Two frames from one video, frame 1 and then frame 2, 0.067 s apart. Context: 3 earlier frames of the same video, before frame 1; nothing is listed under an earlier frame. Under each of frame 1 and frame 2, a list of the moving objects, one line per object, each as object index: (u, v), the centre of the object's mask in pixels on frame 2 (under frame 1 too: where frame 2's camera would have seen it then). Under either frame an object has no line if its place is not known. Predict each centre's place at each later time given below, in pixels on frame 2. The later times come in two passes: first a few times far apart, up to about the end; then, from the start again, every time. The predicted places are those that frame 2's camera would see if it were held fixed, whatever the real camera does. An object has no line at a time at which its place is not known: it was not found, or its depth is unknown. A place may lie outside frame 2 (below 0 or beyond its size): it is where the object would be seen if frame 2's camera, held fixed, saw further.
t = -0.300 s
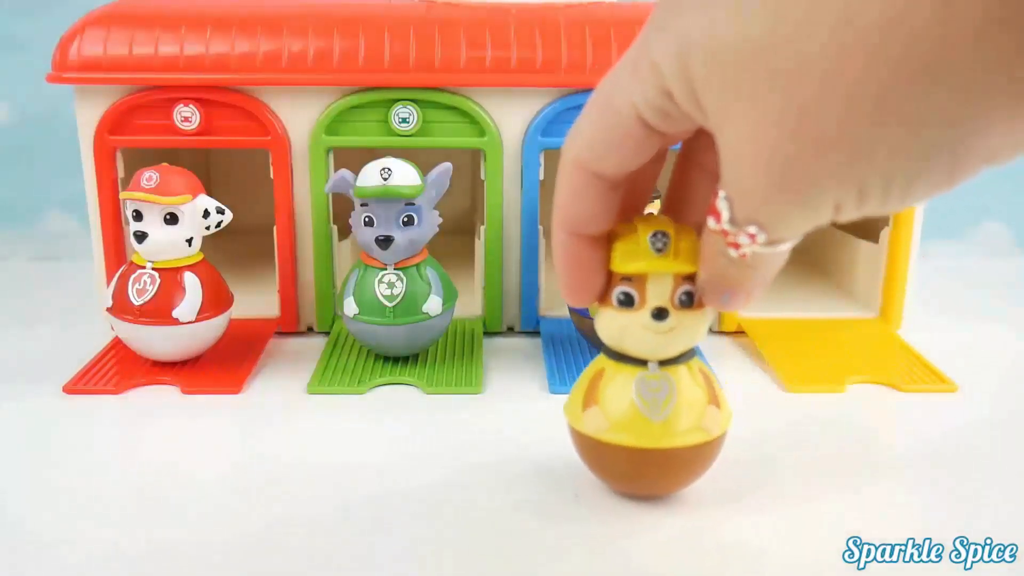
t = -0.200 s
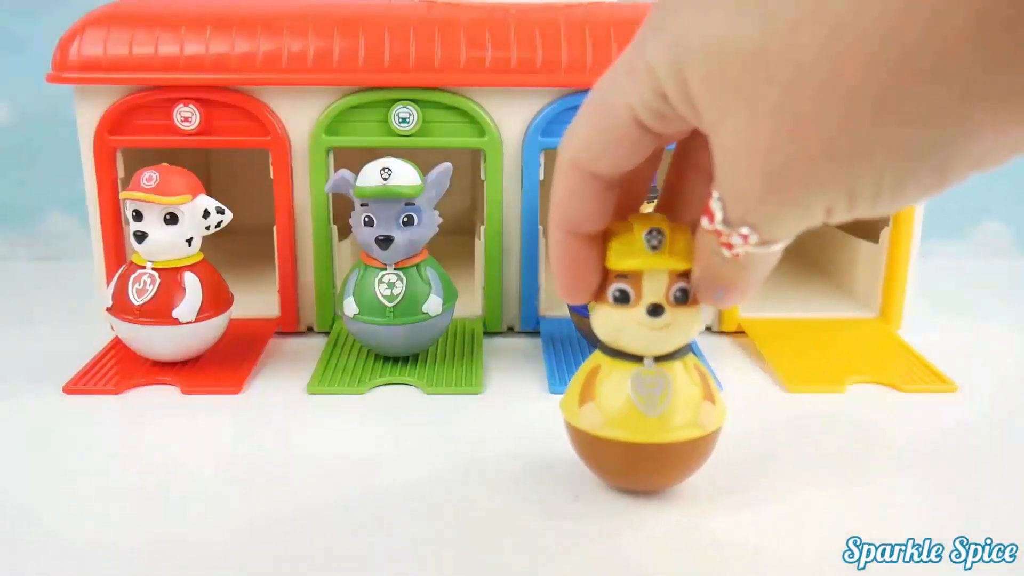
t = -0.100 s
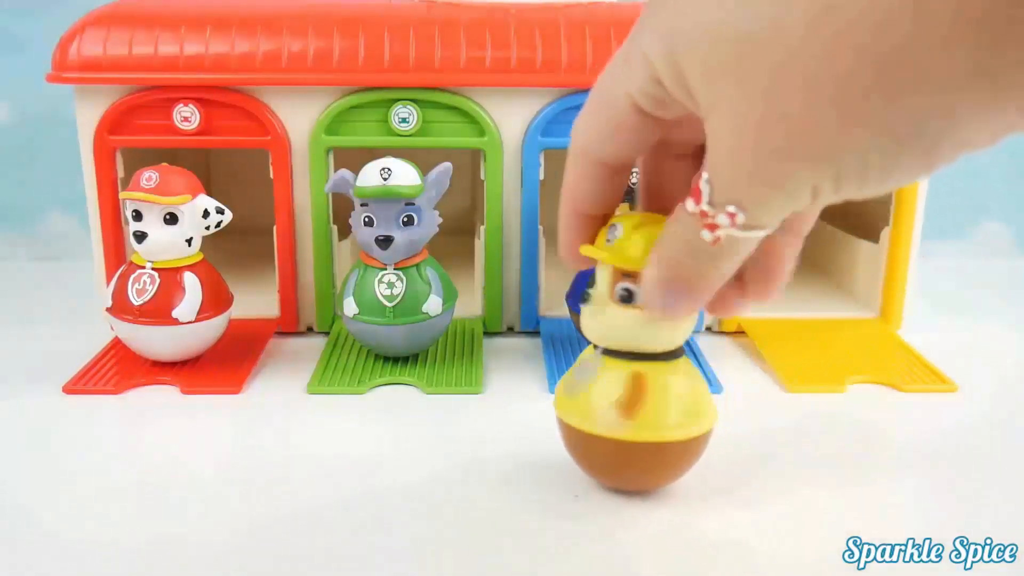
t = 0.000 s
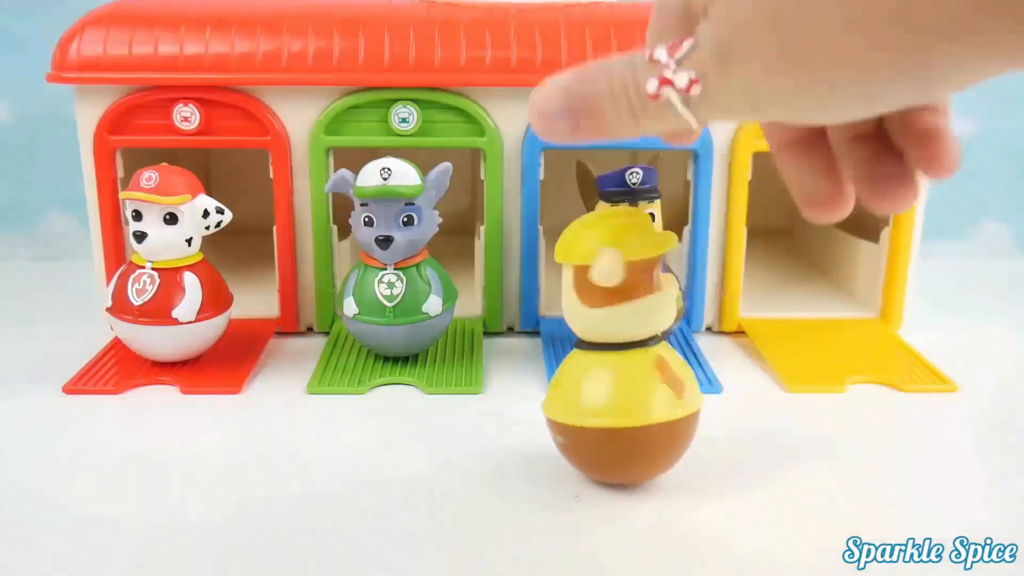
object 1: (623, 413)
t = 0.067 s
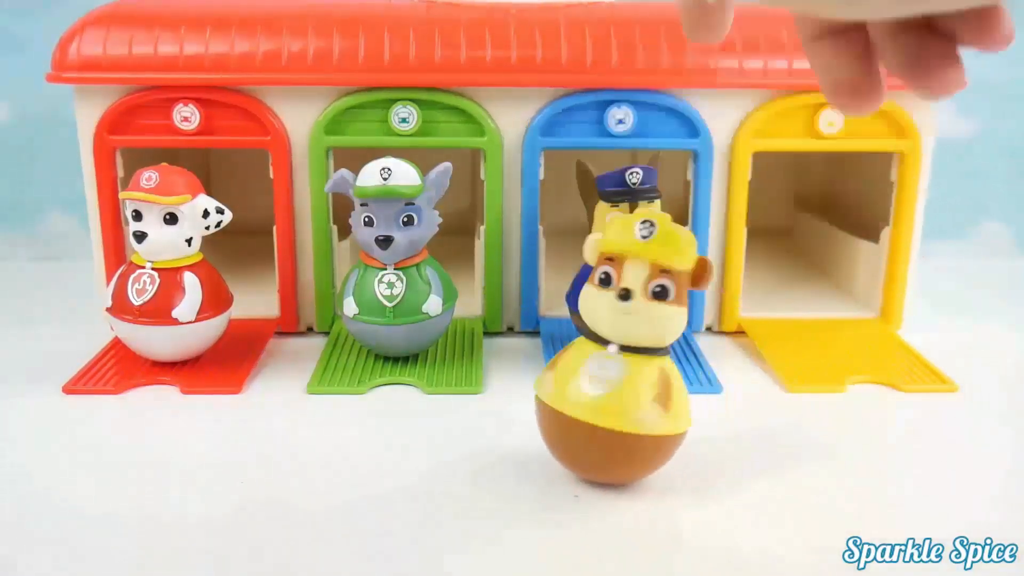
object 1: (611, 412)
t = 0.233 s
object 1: (594, 406)
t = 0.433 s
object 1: (574, 409)
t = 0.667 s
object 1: (551, 424)
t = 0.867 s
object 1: (522, 454)
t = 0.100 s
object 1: (603, 416)
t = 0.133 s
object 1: (601, 415)
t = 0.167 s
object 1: (601, 410)
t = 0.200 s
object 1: (598, 406)
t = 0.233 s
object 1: (594, 406)
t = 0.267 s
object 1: (588, 410)
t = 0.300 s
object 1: (579, 416)
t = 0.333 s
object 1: (578, 423)
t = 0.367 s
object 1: (580, 418)
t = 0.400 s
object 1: (578, 412)
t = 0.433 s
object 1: (574, 409)
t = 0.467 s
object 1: (570, 410)
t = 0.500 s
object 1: (566, 413)
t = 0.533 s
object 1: (558, 419)
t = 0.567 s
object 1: (552, 431)
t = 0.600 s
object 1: (556, 434)
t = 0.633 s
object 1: (557, 428)
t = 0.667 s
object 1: (551, 424)
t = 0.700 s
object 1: (545, 422)
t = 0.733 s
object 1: (540, 424)
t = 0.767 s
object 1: (535, 427)
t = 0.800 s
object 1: (526, 434)
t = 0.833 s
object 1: (518, 445)
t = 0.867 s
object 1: (522, 454)
